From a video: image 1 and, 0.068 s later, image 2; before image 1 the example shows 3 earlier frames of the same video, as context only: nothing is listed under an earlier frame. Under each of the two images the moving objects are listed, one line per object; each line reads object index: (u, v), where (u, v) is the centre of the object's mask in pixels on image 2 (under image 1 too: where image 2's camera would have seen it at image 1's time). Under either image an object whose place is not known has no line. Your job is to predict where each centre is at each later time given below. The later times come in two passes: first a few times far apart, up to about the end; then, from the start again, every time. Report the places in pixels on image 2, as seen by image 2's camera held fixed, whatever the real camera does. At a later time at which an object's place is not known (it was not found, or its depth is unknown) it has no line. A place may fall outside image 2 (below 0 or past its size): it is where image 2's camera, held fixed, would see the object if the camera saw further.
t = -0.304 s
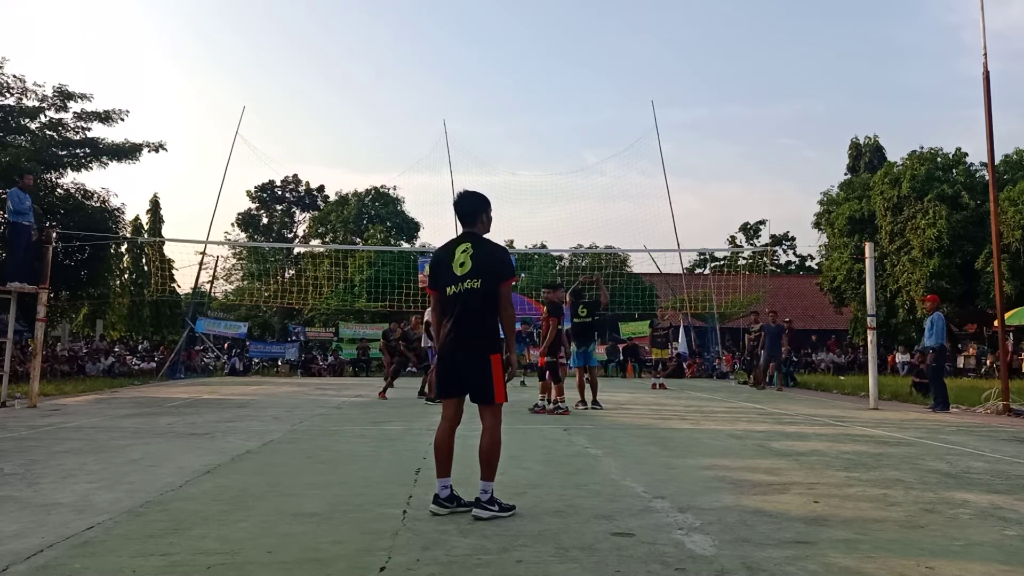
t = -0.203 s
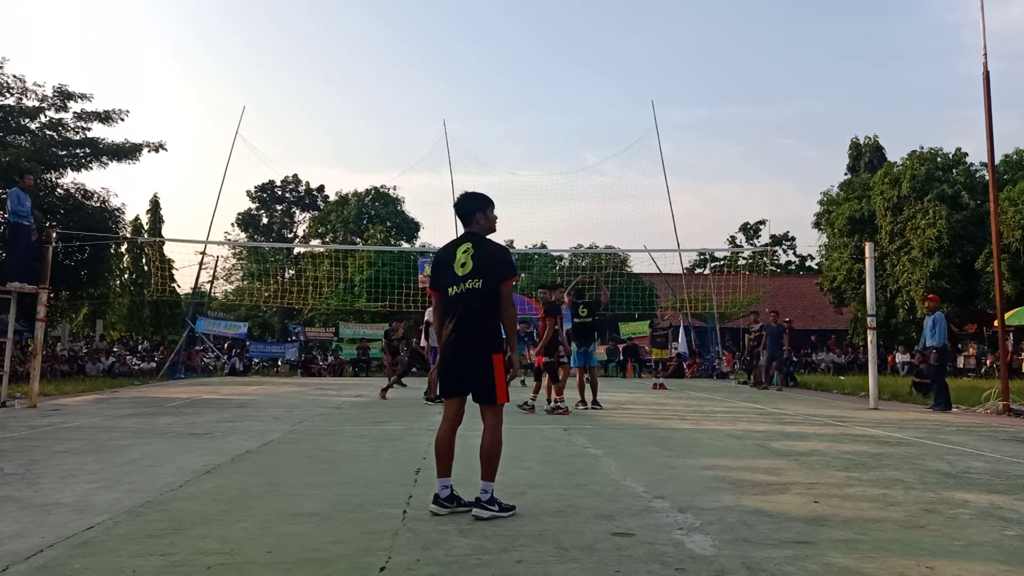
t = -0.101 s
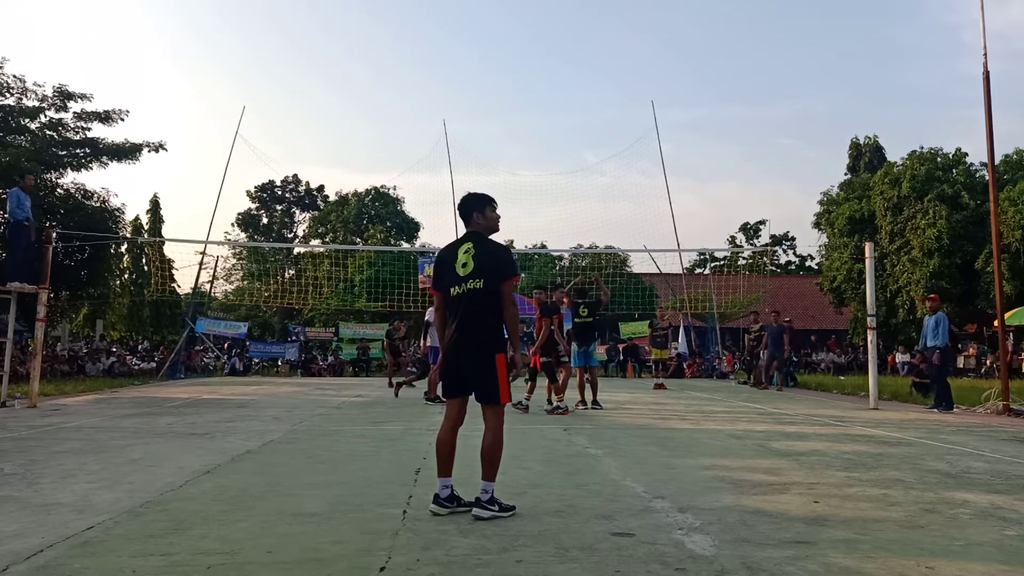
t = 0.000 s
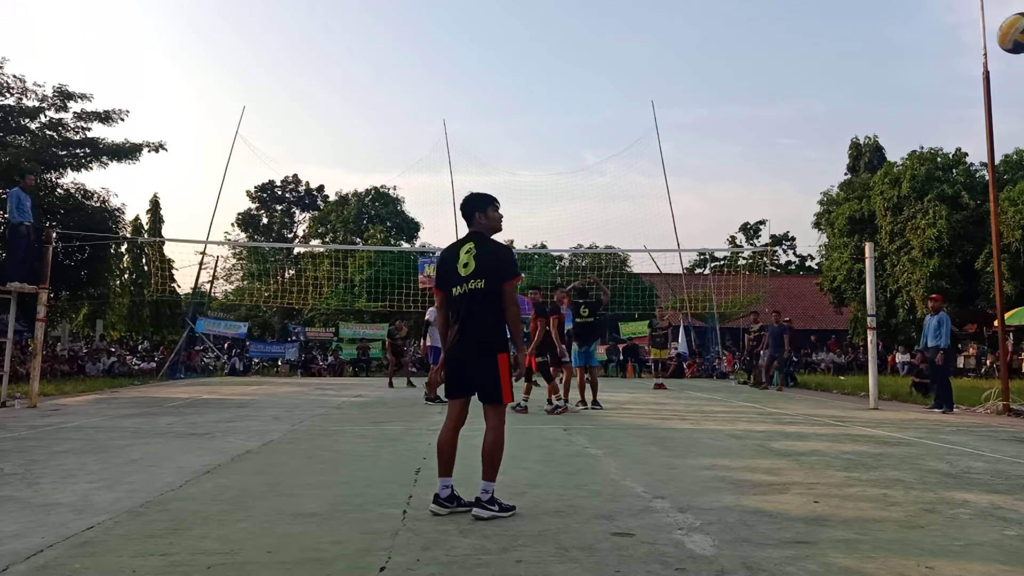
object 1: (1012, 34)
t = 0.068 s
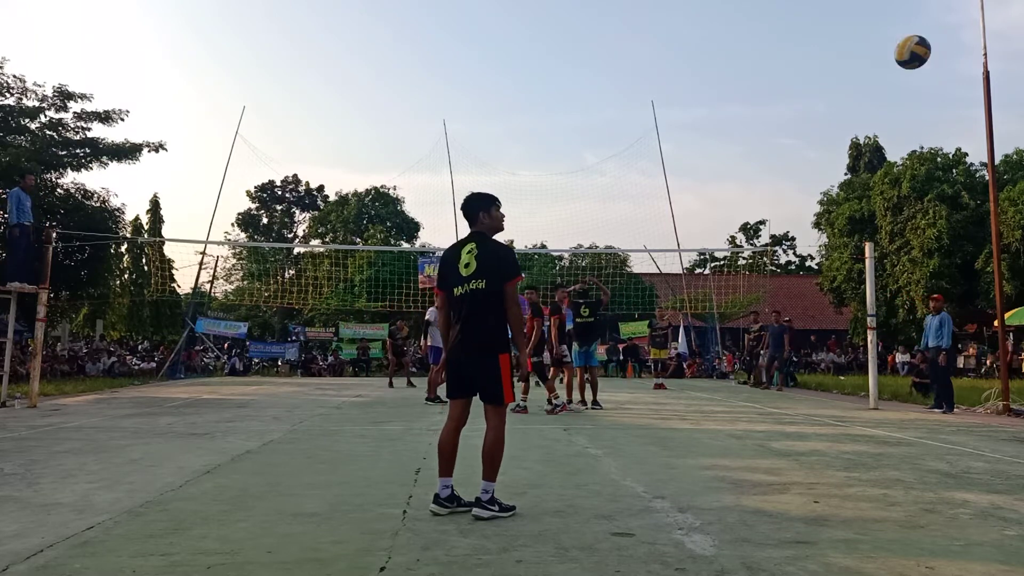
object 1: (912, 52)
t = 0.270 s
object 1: (734, 106)
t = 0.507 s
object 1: (637, 170)
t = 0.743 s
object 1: (581, 239)
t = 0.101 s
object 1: (871, 62)
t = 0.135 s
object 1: (836, 71)
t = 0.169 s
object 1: (805, 80)
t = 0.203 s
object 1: (778, 89)
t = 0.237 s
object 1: (755, 97)
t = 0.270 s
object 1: (734, 106)
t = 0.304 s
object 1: (715, 115)
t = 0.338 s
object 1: (699, 123)
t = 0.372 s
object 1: (684, 132)
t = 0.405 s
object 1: (671, 141)
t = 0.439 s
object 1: (659, 151)
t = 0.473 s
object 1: (648, 160)
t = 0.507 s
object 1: (637, 170)
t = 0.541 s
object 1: (628, 180)
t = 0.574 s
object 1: (619, 190)
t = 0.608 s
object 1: (611, 199)
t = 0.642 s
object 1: (603, 210)
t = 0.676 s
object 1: (595, 219)
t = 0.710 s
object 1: (589, 229)
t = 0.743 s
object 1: (581, 239)
